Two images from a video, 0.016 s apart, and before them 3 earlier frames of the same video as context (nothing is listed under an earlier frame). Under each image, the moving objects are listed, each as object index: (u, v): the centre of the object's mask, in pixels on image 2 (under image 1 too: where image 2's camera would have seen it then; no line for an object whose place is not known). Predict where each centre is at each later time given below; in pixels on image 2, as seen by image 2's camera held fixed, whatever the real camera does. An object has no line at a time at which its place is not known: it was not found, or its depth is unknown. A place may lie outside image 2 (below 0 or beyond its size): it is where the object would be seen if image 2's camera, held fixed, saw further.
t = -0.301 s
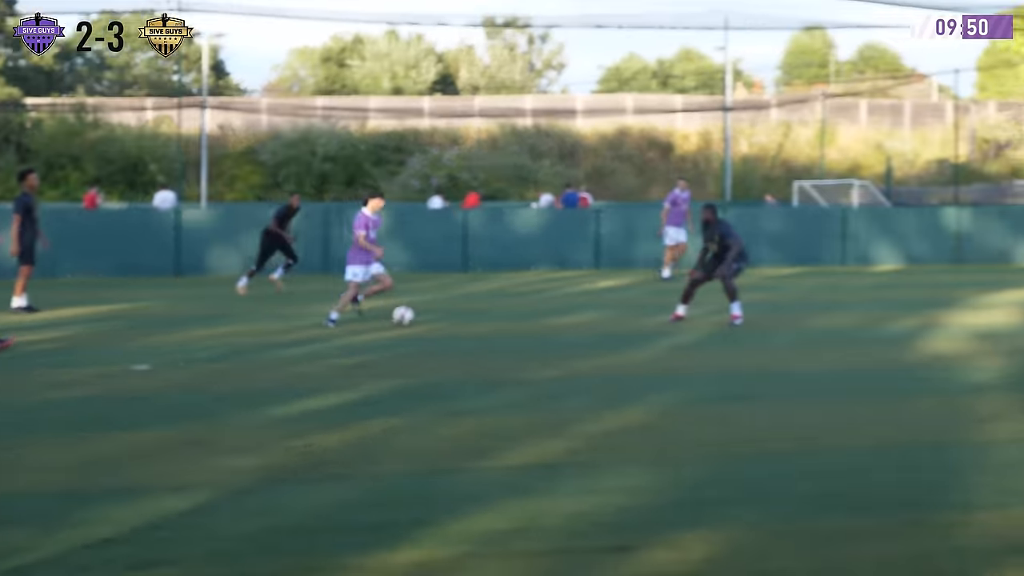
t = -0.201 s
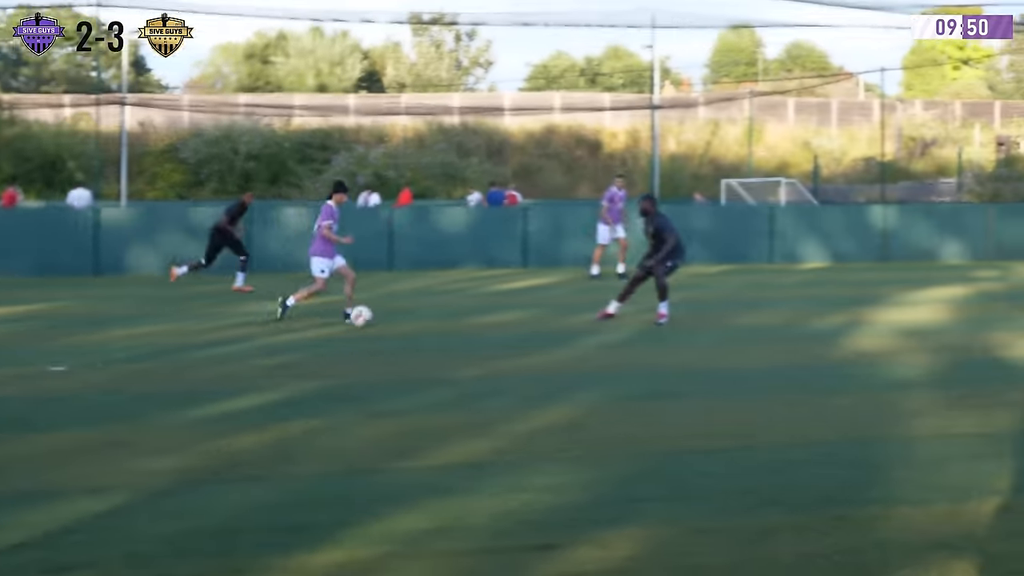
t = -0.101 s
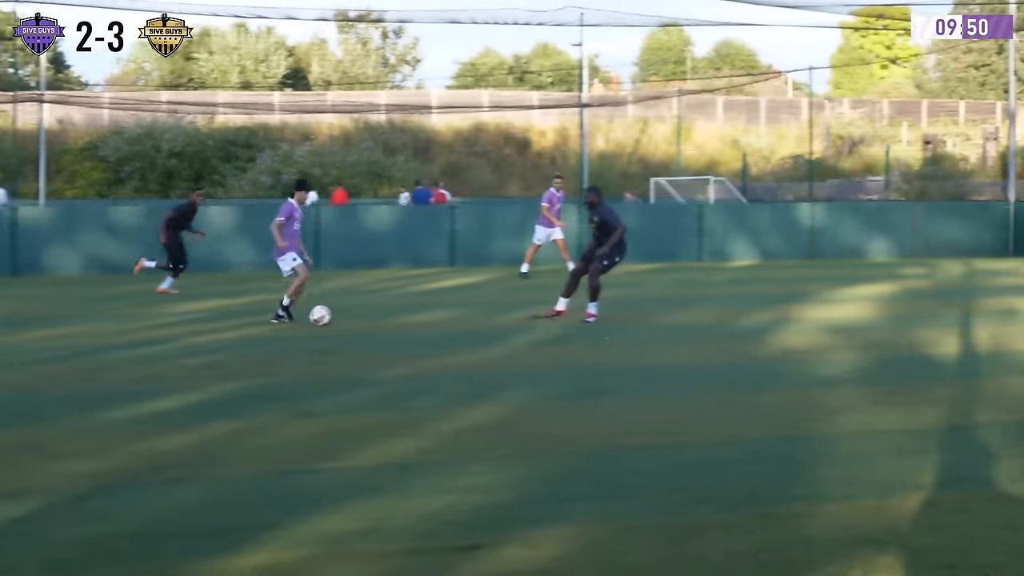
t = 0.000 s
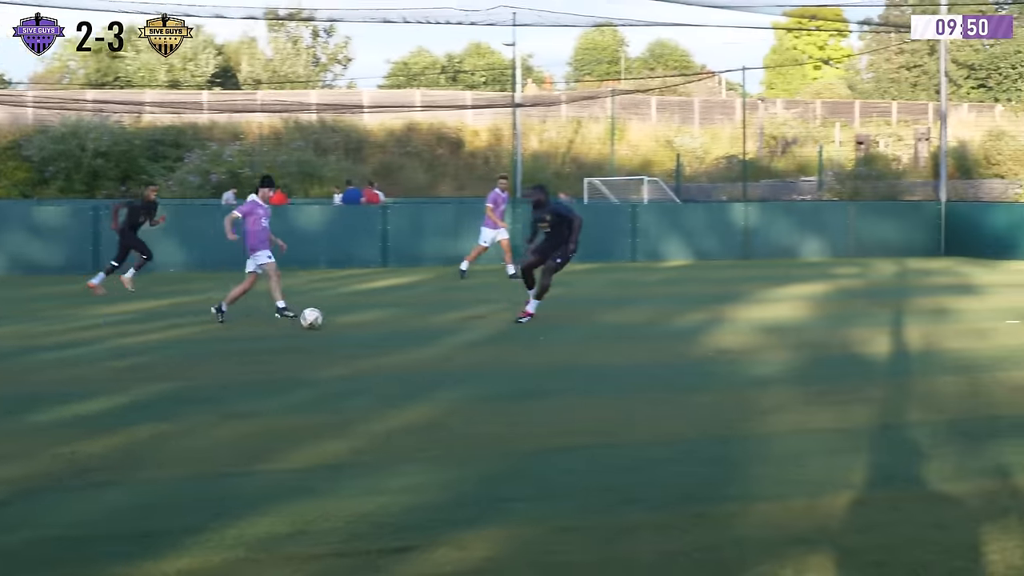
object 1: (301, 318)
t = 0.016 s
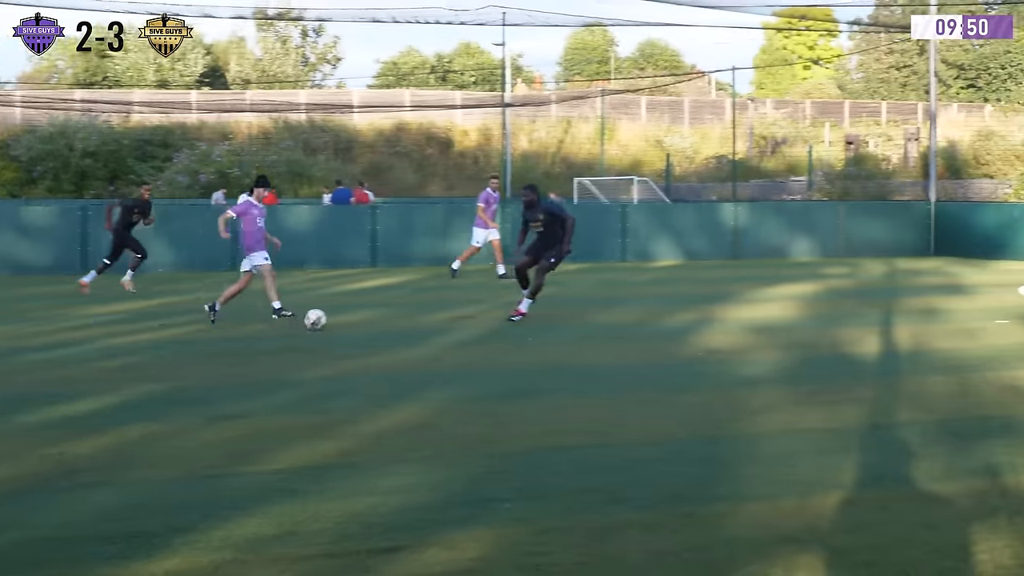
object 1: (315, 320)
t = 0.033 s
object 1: (329, 321)
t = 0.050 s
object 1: (343, 321)
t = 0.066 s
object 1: (357, 320)
